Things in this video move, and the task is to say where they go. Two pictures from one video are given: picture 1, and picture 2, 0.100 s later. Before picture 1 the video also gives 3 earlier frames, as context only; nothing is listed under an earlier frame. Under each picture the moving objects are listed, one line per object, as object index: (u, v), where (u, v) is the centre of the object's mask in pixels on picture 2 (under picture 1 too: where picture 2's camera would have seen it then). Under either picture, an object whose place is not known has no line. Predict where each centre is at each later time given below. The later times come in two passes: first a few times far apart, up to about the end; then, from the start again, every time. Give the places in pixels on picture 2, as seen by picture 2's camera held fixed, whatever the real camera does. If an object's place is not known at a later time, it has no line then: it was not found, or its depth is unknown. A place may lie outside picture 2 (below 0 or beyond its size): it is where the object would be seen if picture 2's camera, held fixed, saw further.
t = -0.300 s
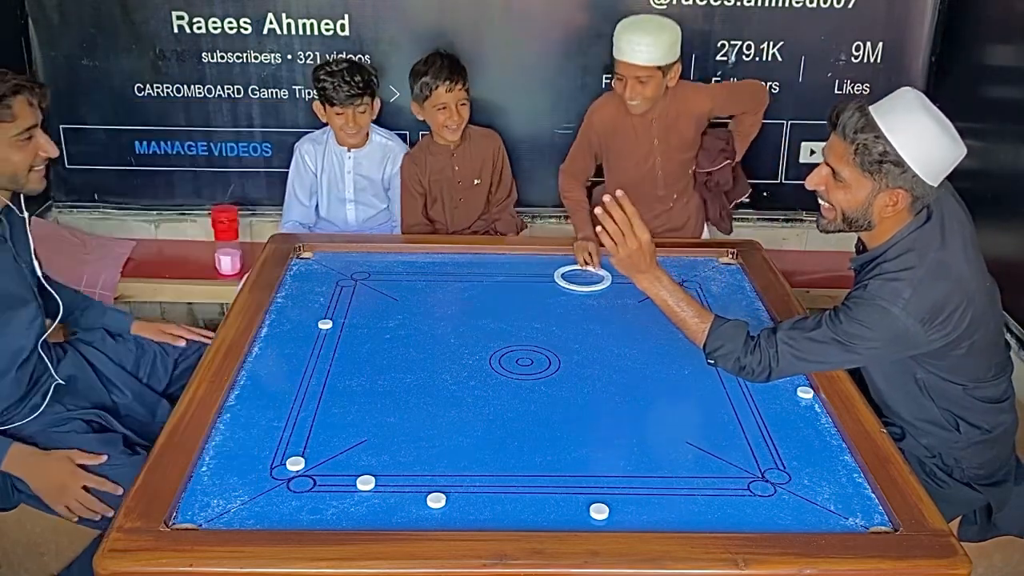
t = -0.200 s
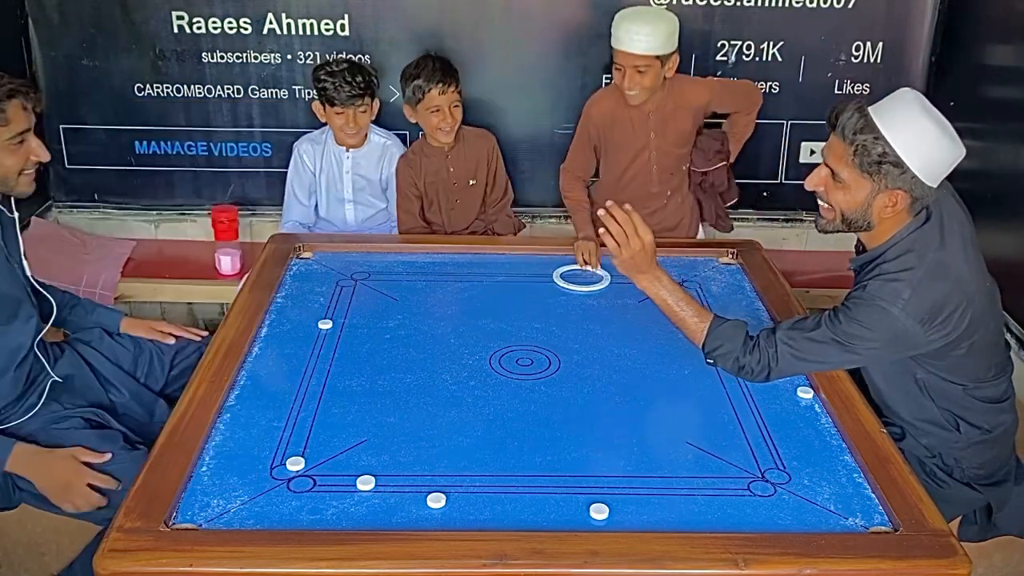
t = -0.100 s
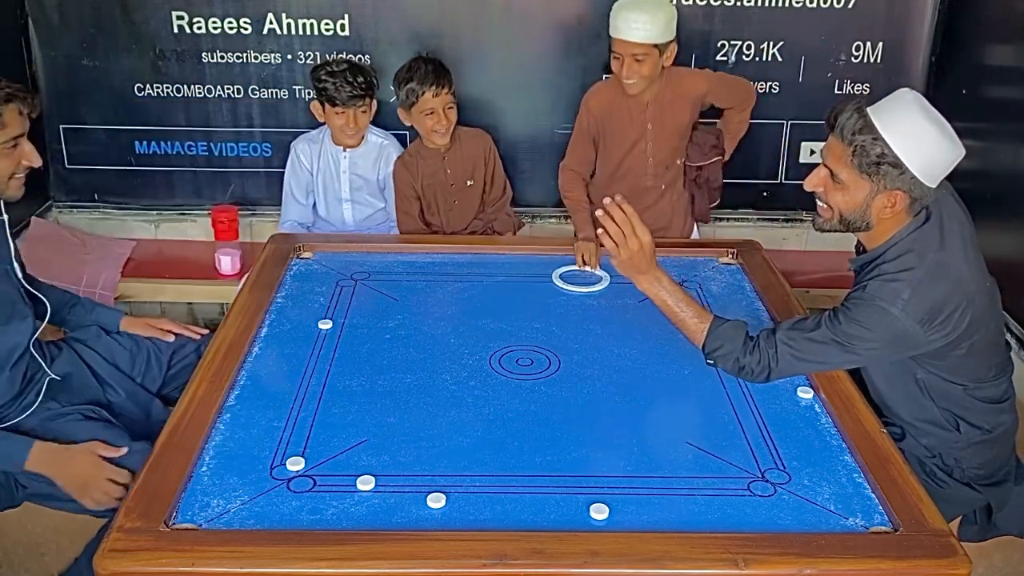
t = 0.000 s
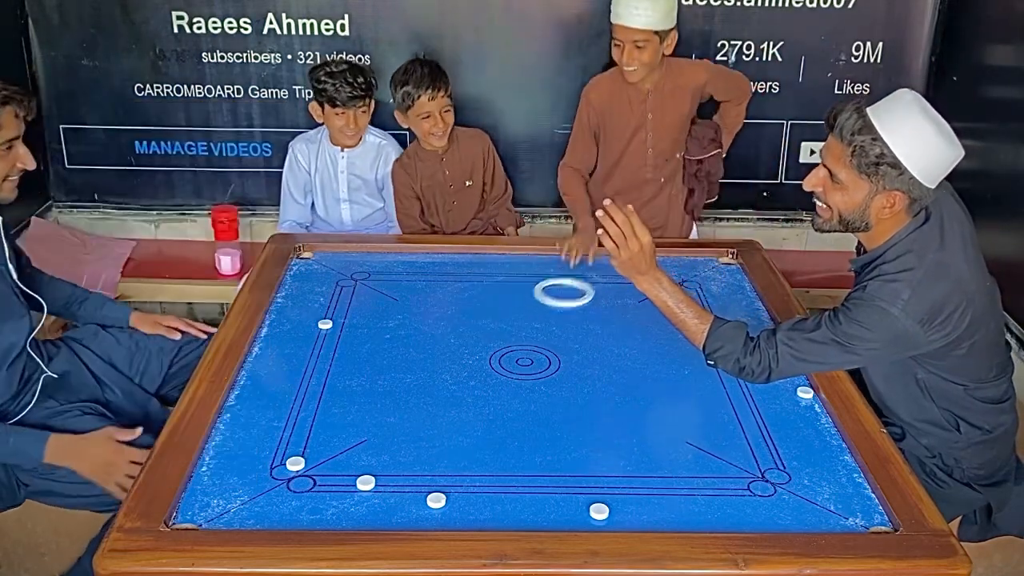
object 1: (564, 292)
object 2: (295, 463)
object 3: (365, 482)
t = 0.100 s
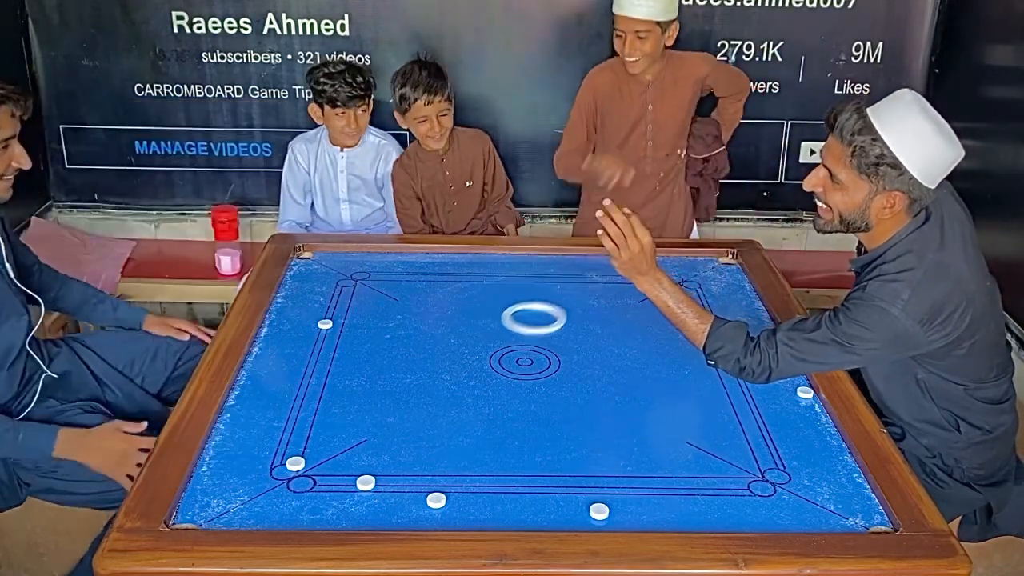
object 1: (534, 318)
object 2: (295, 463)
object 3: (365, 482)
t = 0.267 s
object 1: (476, 368)
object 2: (295, 463)
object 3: (365, 482)
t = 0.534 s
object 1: (356, 469)
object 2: (295, 463)
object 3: (354, 504)
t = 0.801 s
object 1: (256, 480)
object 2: (300, 449)
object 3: (358, 501)
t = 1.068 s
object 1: (293, 435)
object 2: (316, 406)
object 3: (384, 462)
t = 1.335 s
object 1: (360, 398)
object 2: (330, 371)
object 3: (406, 429)
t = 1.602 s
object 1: (416, 367)
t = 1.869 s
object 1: (464, 341)
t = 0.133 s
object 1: (523, 327)
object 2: (295, 463)
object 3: (365, 482)
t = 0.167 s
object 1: (512, 337)
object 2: (295, 463)
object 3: (365, 482)
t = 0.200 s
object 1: (500, 347)
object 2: (295, 463)
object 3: (365, 482)
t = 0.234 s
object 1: (488, 357)
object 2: (295, 463)
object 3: (365, 482)
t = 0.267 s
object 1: (476, 368)
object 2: (295, 463)
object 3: (365, 482)
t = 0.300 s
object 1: (463, 379)
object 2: (295, 463)
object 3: (365, 482)
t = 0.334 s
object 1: (449, 391)
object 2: (295, 463)
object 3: (365, 482)
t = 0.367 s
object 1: (435, 403)
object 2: (295, 463)
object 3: (365, 482)
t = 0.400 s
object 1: (420, 416)
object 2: (295, 463)
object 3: (365, 482)
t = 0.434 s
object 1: (405, 429)
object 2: (295, 463)
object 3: (365, 482)
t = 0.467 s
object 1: (389, 443)
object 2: (295, 463)
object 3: (365, 482)
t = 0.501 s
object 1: (372, 457)
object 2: (295, 463)
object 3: (363, 490)
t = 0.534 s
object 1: (356, 469)
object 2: (295, 463)
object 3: (354, 504)
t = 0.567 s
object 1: (340, 482)
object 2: (295, 463)
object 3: (344, 519)
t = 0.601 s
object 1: (322, 496)
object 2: (295, 463)
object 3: (336, 526)
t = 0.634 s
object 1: (305, 505)
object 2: (295, 463)
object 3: (341, 527)
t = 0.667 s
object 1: (290, 506)
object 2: (295, 463)
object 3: (342, 522)
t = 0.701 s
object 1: (281, 501)
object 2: (295, 463)
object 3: (346, 517)
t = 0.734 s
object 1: (273, 493)
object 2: (297, 460)
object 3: (351, 511)
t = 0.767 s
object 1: (264, 487)
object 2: (298, 454)
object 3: (354, 505)
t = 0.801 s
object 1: (256, 480)
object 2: (300, 449)
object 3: (358, 501)
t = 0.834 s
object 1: (249, 474)
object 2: (303, 443)
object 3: (361, 496)
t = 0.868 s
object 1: (241, 468)
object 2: (305, 437)
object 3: (365, 491)
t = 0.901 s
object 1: (245, 462)
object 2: (306, 432)
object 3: (368, 485)
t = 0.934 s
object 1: (255, 456)
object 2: (308, 427)
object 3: (371, 481)
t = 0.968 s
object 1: (265, 451)
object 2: (310, 421)
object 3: (374, 476)
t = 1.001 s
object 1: (274, 445)
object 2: (312, 416)
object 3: (378, 471)
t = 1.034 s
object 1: (284, 440)
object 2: (314, 411)
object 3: (381, 466)
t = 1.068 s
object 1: (293, 435)
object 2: (316, 406)
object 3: (384, 462)
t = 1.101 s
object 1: (302, 430)
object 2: (318, 402)
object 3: (387, 457)
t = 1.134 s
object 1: (311, 425)
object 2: (320, 397)
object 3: (390, 453)
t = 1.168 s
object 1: (319, 420)
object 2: (321, 392)
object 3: (393, 449)
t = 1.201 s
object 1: (328, 416)
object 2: (323, 388)
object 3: (395, 445)
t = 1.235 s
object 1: (336, 411)
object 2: (325, 384)
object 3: (398, 441)
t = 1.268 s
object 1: (344, 406)
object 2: (327, 379)
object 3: (401, 437)
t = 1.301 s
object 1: (352, 402)
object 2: (329, 375)
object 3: (404, 433)
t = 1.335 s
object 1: (360, 398)
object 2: (330, 371)
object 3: (406, 429)
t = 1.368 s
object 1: (367, 394)
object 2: (332, 367)
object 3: (409, 426)
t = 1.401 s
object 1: (375, 390)
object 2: (334, 363)
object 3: (411, 422)
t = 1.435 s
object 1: (382, 385)
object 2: (336, 359)
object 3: (414, 418)
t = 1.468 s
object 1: (389, 382)
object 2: (338, 355)
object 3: (416, 415)
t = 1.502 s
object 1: (396, 378)
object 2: (340, 352)
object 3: (419, 412)
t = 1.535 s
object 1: (403, 374)
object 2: (341, 348)
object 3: (421, 409)
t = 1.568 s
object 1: (410, 370)
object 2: (343, 344)
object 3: (424, 405)
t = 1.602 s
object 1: (416, 367)
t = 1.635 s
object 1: (423, 363)
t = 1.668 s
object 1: (429, 360)
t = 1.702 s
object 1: (435, 356)
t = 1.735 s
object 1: (441, 353)
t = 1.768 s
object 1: (447, 350)
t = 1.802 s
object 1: (453, 347)
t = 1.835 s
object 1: (458, 344)
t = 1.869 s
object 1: (464, 341)
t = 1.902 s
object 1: (469, 338)
